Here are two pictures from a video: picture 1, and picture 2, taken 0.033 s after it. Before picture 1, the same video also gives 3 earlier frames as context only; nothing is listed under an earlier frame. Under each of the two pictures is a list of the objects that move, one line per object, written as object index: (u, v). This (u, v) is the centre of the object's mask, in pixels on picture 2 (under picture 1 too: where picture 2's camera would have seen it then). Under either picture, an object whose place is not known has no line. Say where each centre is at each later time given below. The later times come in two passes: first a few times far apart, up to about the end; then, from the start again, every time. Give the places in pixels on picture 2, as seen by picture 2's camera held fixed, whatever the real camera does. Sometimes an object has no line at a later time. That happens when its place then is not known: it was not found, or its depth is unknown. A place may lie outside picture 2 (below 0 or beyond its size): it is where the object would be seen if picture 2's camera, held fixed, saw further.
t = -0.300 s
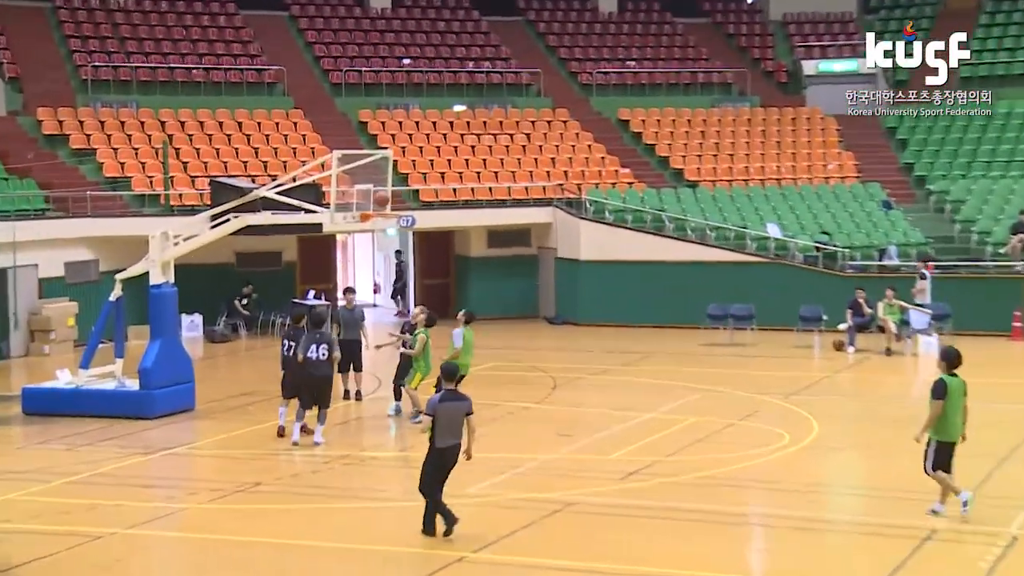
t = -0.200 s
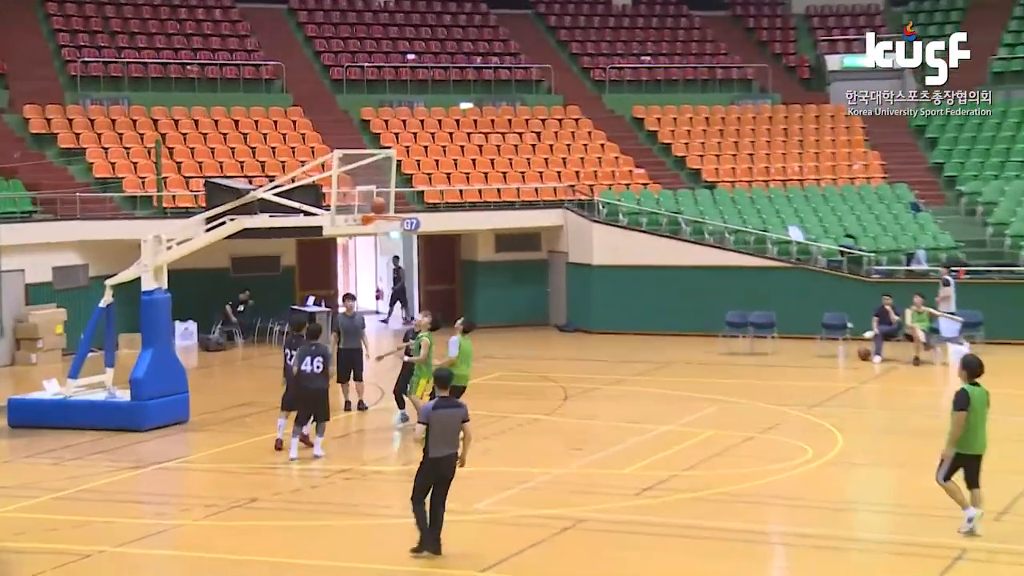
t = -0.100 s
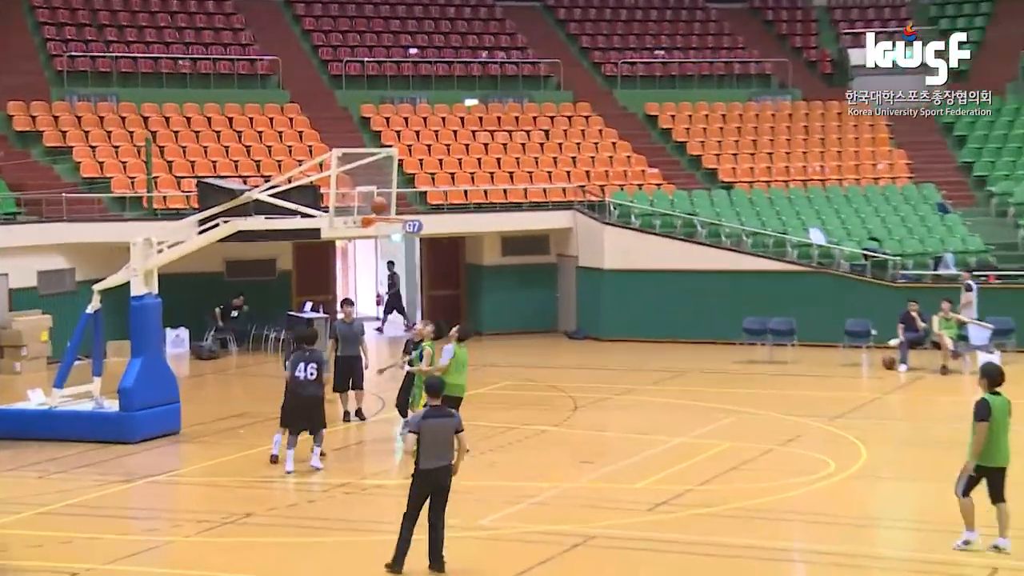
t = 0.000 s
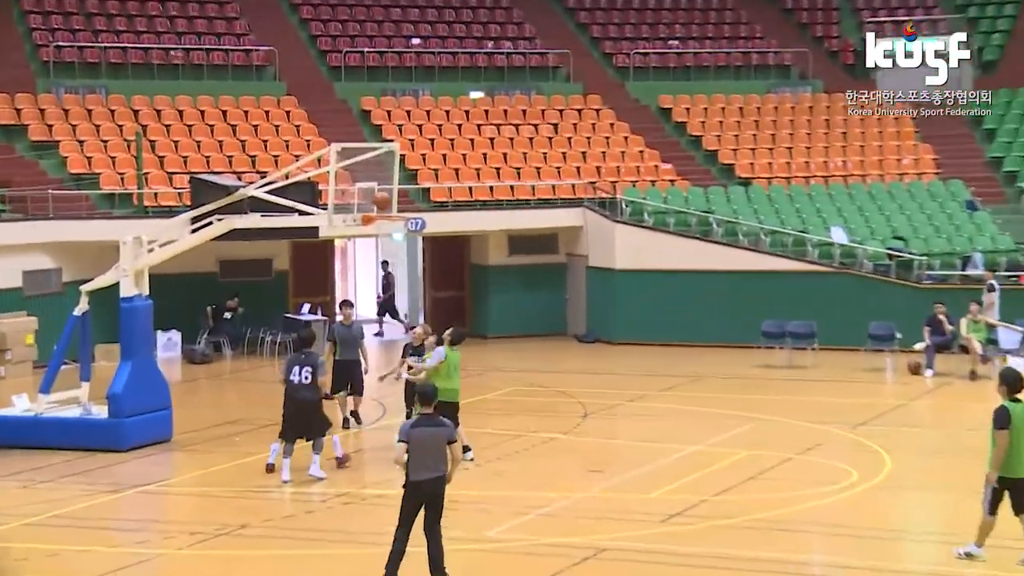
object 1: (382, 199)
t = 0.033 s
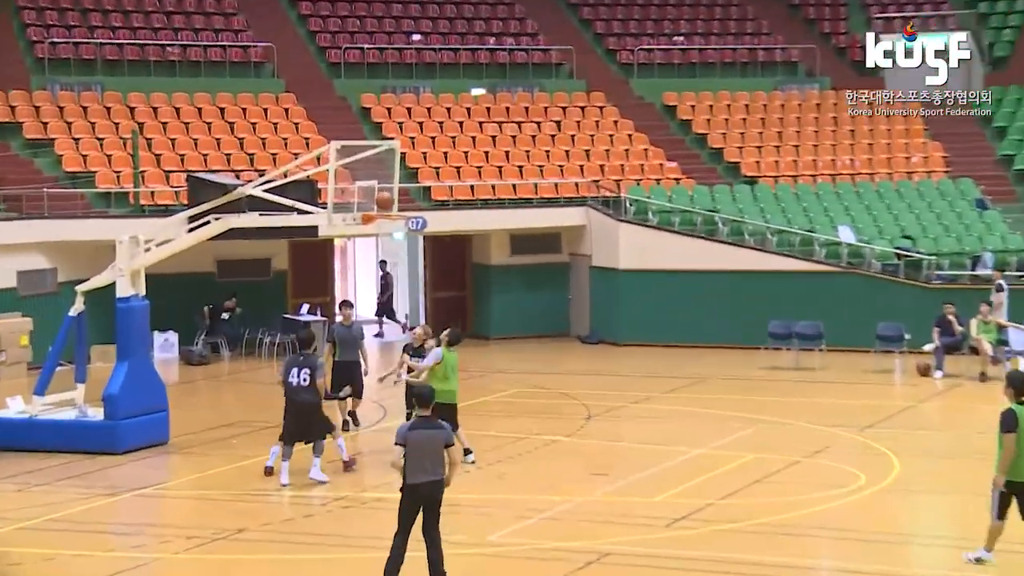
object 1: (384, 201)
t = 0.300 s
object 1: (399, 215)
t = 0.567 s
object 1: (394, 242)
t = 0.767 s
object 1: (385, 286)
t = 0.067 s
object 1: (386, 203)
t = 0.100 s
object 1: (387, 206)
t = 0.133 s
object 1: (388, 209)
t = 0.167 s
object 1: (389, 209)
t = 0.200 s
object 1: (392, 210)
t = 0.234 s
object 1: (394, 210)
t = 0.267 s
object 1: (396, 213)
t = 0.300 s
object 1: (399, 215)
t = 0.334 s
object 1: (400, 224)
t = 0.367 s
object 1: (400, 226)
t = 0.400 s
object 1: (401, 228)
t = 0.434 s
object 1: (401, 233)
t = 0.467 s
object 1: (400, 237)
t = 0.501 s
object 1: (400, 240)
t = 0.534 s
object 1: (394, 238)
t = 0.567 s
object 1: (394, 242)
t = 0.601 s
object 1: (392, 245)
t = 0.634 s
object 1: (392, 255)
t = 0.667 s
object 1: (391, 262)
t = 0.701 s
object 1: (388, 266)
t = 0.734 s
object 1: (387, 276)
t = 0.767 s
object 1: (385, 286)
